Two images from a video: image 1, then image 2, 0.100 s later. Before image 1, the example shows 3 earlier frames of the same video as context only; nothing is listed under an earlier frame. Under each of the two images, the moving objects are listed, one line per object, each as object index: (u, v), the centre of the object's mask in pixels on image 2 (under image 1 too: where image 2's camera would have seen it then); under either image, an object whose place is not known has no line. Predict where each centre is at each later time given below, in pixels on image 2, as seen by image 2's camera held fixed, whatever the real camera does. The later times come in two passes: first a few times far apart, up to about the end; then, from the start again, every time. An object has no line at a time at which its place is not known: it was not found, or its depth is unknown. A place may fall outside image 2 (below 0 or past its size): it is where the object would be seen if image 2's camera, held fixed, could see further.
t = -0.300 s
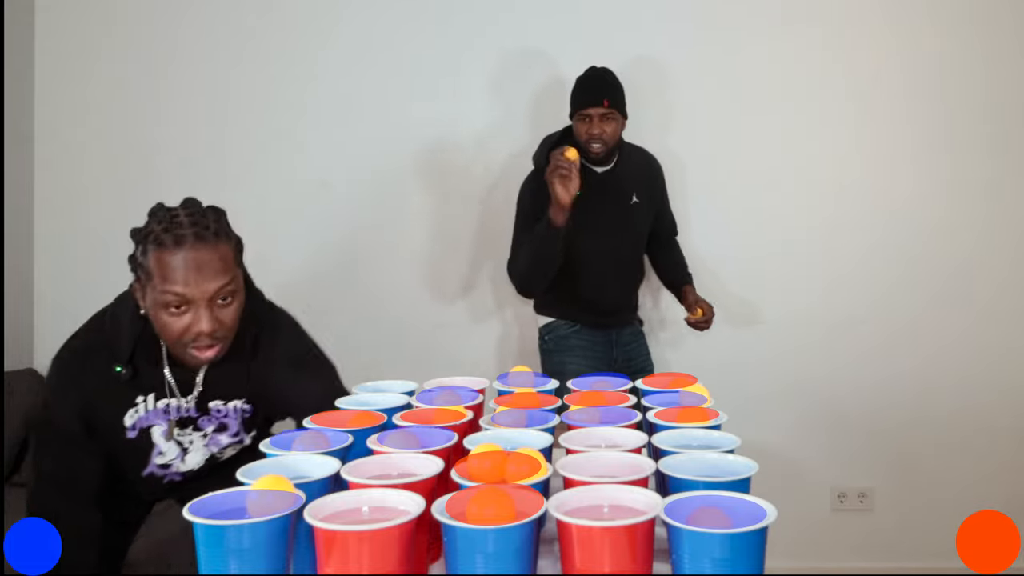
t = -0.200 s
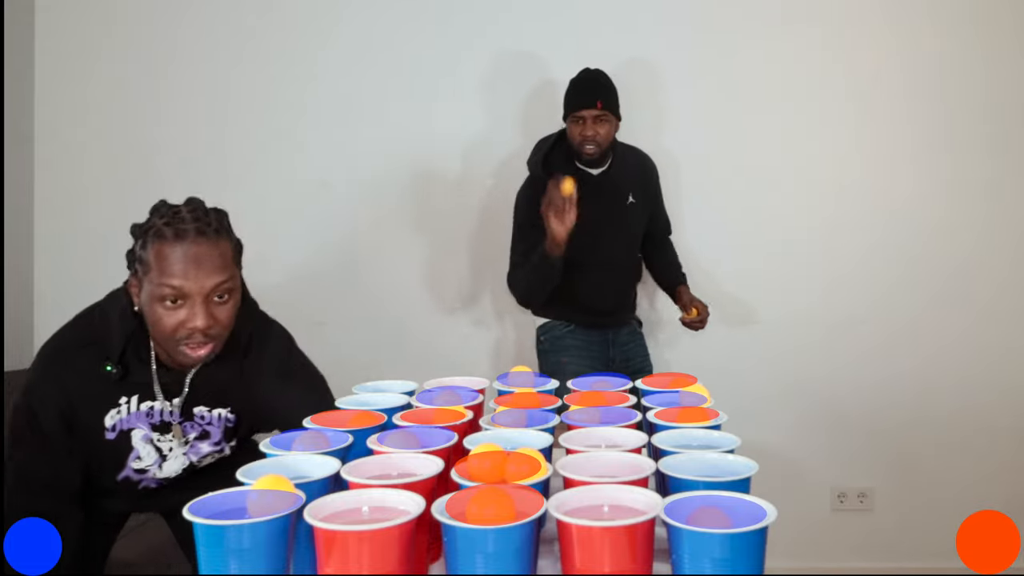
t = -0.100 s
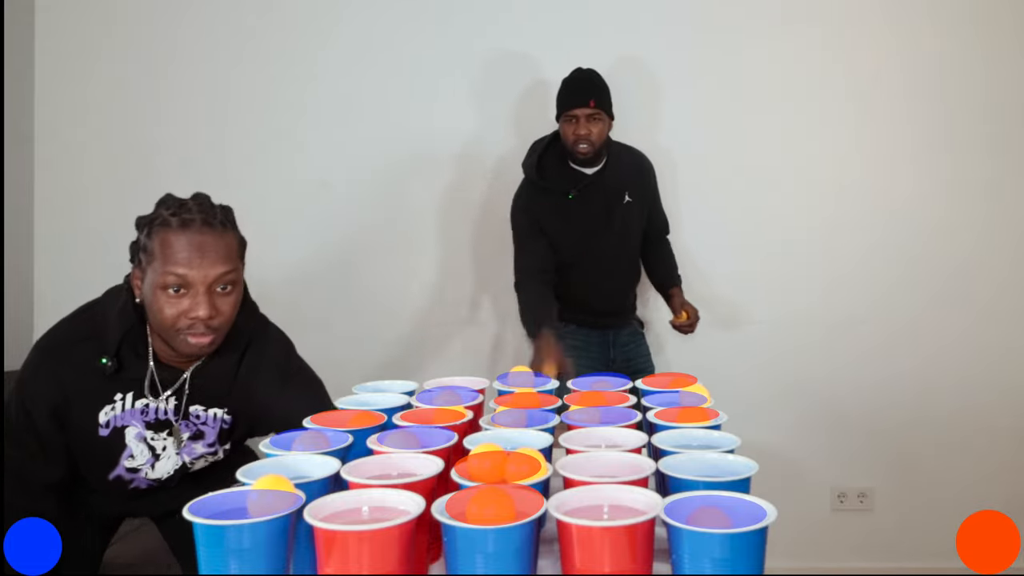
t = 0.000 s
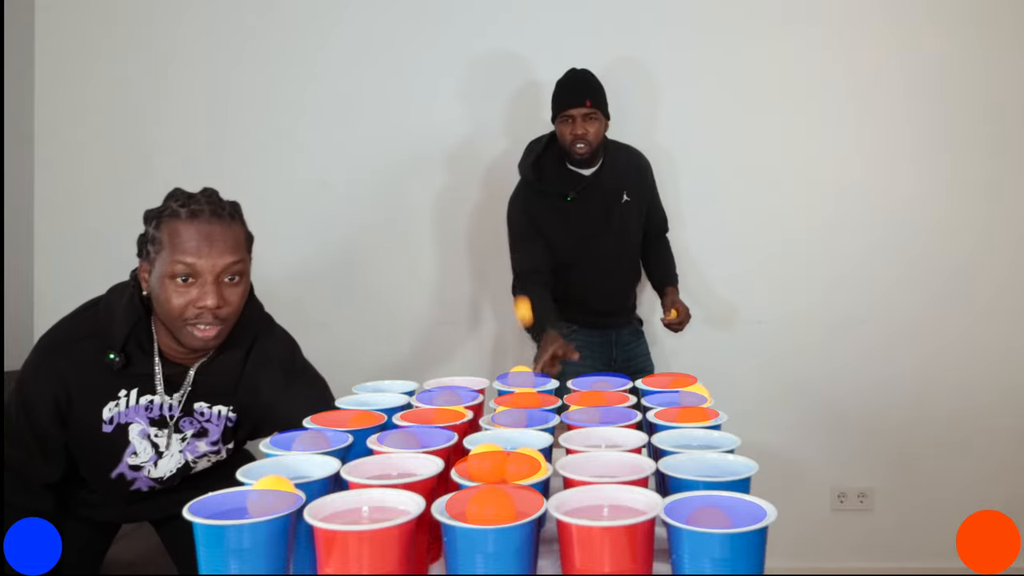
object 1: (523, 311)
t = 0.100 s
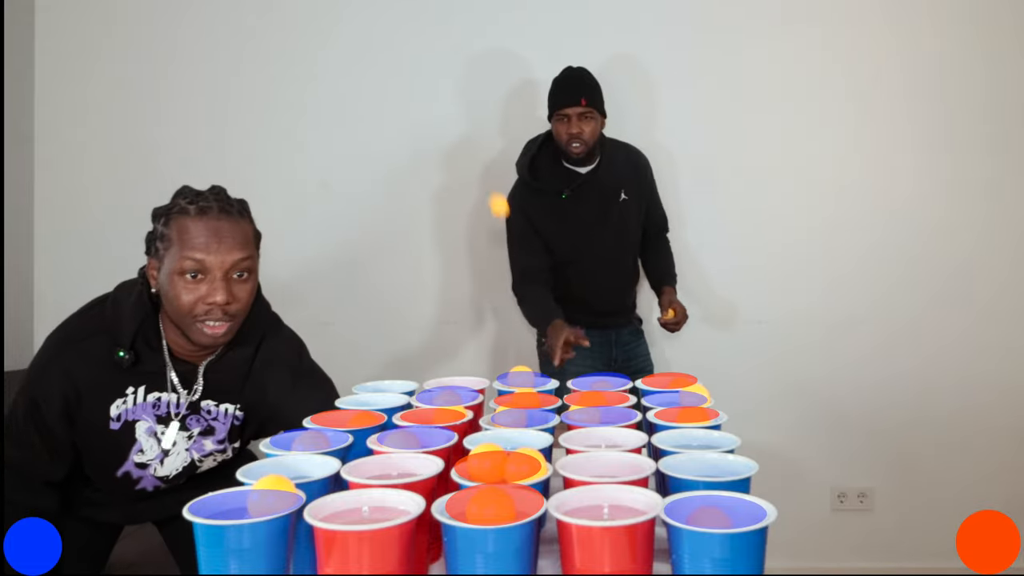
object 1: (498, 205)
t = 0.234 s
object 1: (458, 129)
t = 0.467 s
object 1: (366, 237)
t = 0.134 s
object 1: (488, 179)
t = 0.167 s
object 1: (478, 157)
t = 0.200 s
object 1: (468, 140)
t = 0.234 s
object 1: (458, 129)
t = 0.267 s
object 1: (447, 122)
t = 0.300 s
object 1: (434, 123)
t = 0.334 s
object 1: (422, 129)
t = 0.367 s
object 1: (409, 143)
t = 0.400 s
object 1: (396, 165)
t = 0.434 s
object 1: (381, 196)
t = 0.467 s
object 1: (366, 237)
